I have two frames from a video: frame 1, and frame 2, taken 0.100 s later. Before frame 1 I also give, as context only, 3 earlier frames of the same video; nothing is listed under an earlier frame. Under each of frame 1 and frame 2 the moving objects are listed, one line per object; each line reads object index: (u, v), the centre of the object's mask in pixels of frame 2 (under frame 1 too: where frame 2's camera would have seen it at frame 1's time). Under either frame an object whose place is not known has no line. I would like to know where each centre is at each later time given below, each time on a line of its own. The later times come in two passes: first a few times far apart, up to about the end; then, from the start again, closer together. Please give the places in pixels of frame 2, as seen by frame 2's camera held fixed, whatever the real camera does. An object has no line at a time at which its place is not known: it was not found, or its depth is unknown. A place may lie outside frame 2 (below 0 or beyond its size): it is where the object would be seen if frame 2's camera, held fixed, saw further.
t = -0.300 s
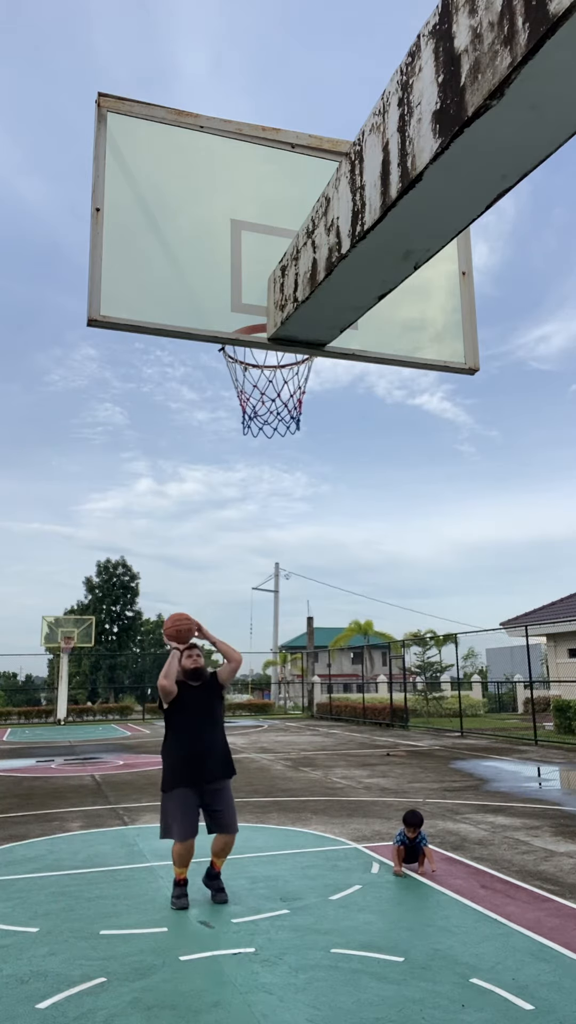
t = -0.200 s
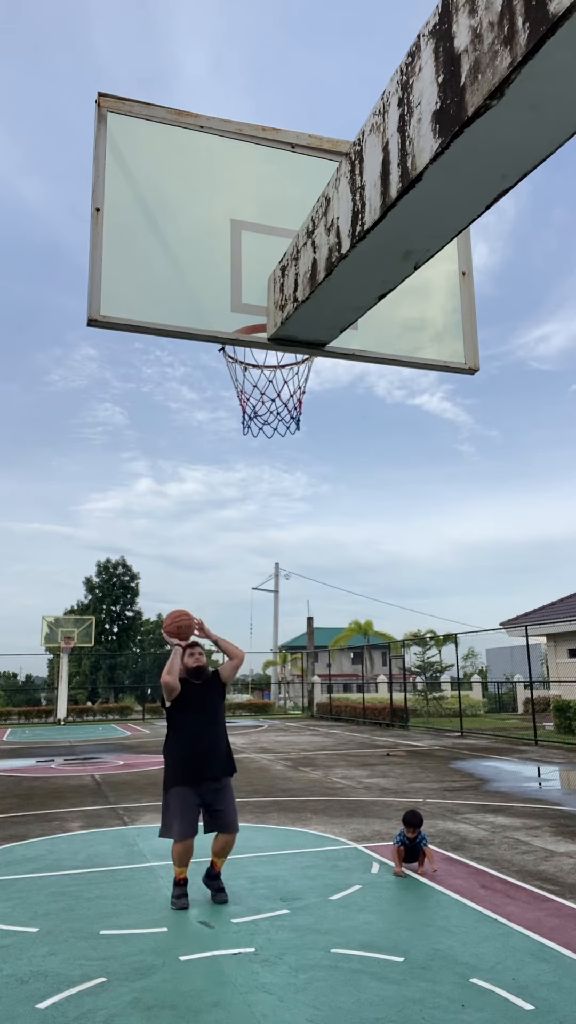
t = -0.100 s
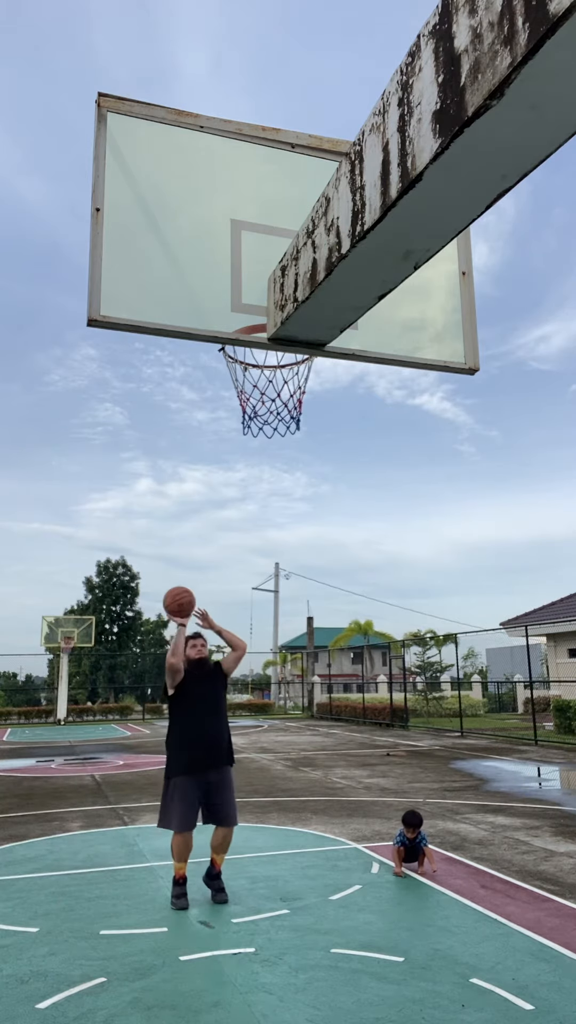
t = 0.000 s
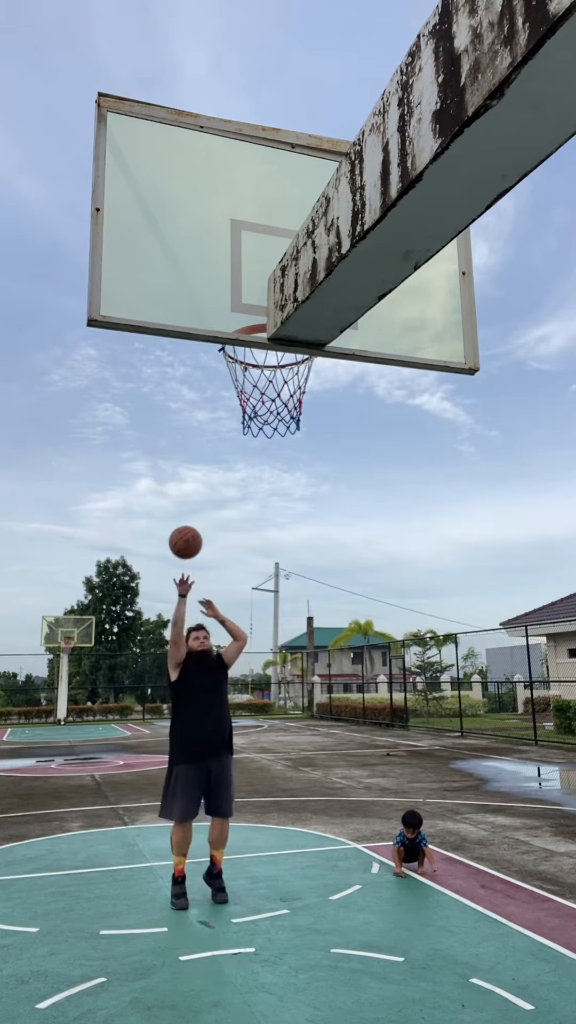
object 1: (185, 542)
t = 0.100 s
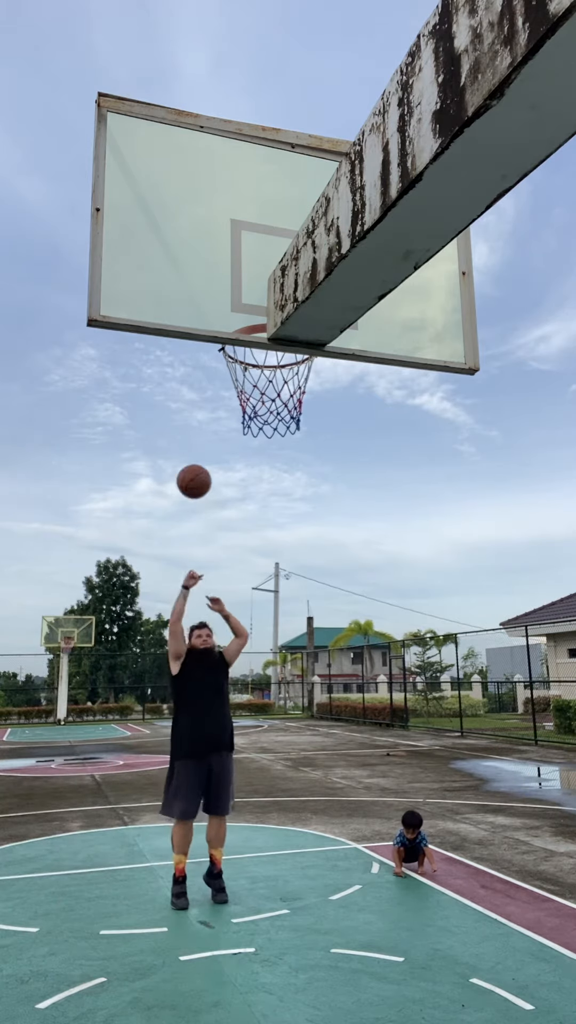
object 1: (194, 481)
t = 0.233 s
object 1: (206, 416)
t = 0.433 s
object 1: (229, 357)
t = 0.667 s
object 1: (260, 355)
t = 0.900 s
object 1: (293, 426)
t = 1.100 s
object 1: (308, 545)
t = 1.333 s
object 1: (328, 774)
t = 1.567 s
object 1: (333, 847)
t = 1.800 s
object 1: (321, 668)
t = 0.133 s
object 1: (197, 463)
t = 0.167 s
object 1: (200, 446)
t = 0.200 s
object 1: (203, 430)
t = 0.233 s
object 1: (206, 416)
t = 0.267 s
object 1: (210, 402)
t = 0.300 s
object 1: (213, 390)
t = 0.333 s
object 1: (216, 379)
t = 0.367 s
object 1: (221, 369)
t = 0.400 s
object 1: (225, 361)
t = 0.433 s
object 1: (229, 357)
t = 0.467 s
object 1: (232, 355)
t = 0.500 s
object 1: (237, 354)
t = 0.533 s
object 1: (242, 354)
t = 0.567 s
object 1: (245, 354)
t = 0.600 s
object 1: (250, 354)
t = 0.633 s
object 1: (254, 354)
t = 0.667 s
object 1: (260, 355)
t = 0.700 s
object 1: (265, 358)
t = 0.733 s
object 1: (271, 362)
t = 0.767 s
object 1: (277, 369)
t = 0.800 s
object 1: (282, 381)
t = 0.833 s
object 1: (287, 399)
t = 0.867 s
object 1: (290, 413)
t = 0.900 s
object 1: (293, 426)
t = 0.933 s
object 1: (295, 441)
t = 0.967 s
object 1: (297, 458)
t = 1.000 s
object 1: (300, 477)
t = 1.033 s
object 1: (302, 498)
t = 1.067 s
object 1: (305, 521)
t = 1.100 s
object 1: (308, 545)
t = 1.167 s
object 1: (313, 600)
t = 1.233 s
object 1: (318, 663)
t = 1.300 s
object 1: (325, 735)
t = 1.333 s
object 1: (328, 774)
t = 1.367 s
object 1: (331, 816)
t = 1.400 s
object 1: (334, 861)
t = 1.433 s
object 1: (337, 908)
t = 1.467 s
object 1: (340, 958)
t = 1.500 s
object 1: (338, 928)
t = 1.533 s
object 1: (335, 886)
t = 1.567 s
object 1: (333, 847)
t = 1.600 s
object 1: (331, 812)
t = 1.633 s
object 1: (329, 781)
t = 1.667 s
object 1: (327, 753)
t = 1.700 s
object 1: (325, 727)
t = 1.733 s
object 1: (324, 705)
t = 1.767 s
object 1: (323, 685)
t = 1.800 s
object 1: (321, 668)
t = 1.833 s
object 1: (320, 653)
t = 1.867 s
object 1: (320, 640)
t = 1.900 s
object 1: (318, 629)
